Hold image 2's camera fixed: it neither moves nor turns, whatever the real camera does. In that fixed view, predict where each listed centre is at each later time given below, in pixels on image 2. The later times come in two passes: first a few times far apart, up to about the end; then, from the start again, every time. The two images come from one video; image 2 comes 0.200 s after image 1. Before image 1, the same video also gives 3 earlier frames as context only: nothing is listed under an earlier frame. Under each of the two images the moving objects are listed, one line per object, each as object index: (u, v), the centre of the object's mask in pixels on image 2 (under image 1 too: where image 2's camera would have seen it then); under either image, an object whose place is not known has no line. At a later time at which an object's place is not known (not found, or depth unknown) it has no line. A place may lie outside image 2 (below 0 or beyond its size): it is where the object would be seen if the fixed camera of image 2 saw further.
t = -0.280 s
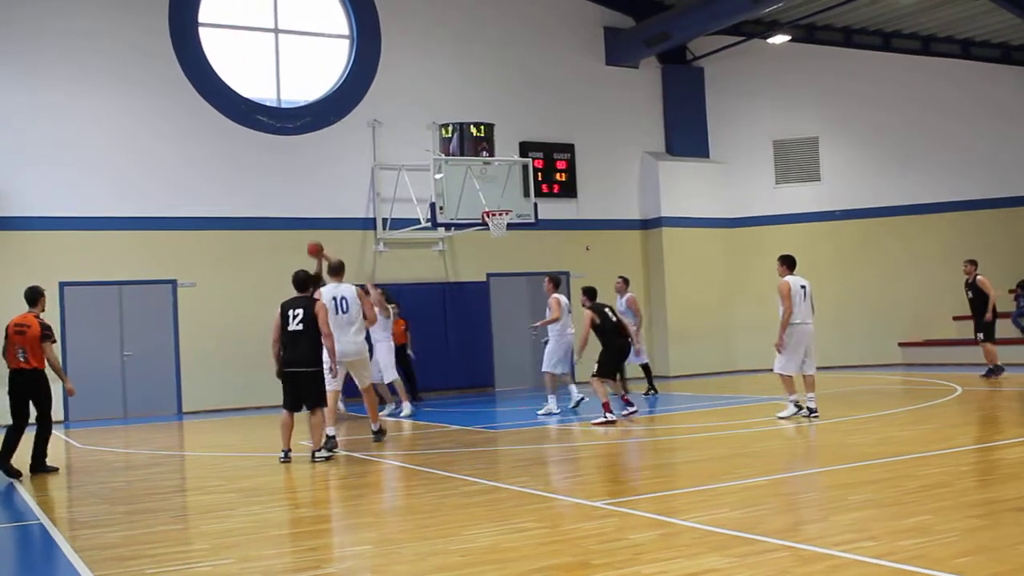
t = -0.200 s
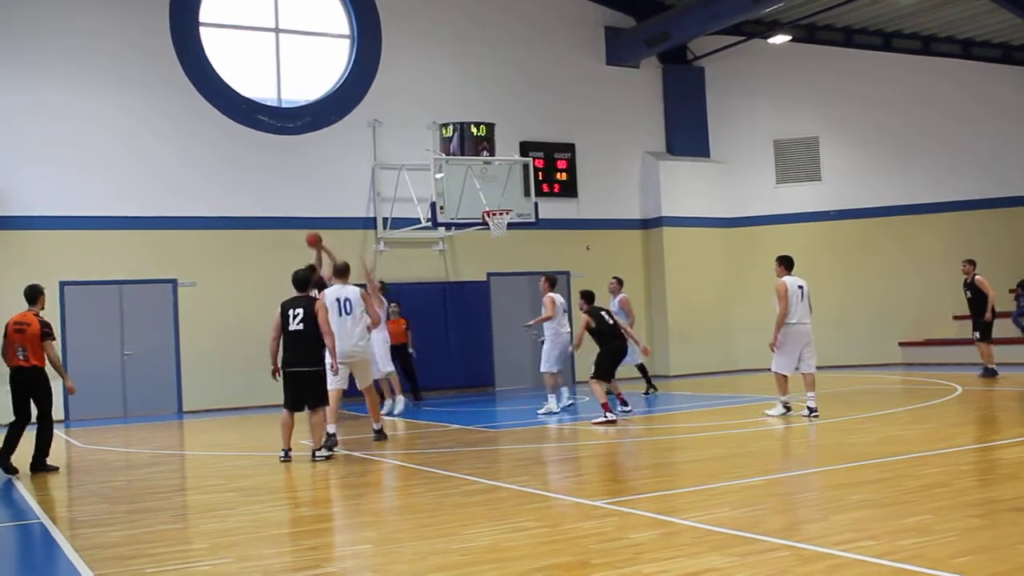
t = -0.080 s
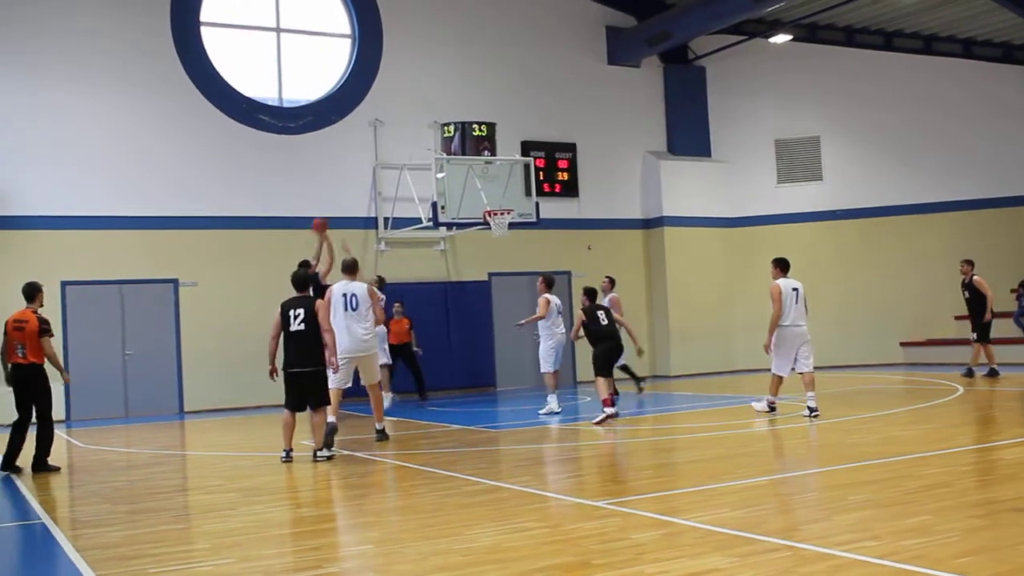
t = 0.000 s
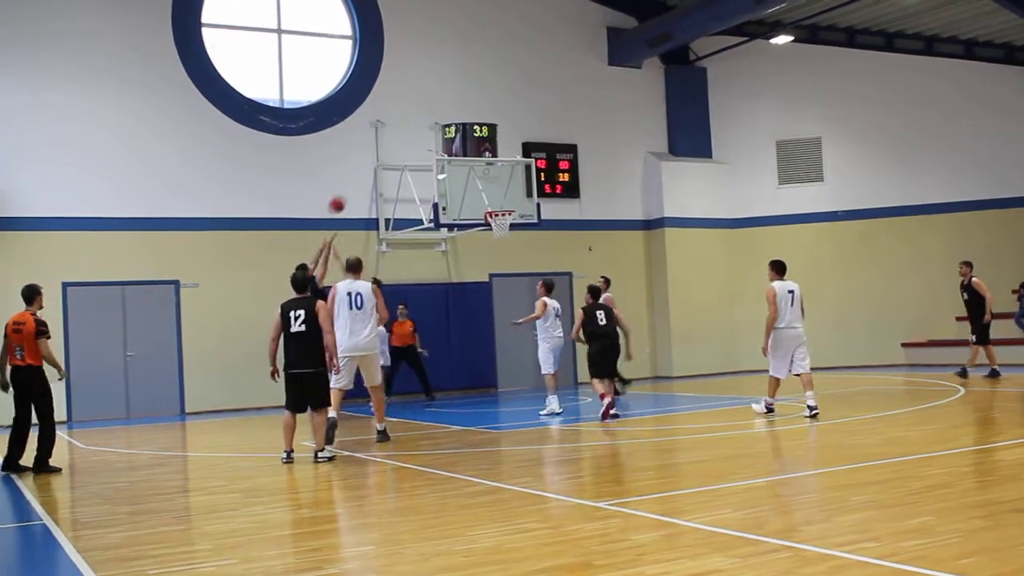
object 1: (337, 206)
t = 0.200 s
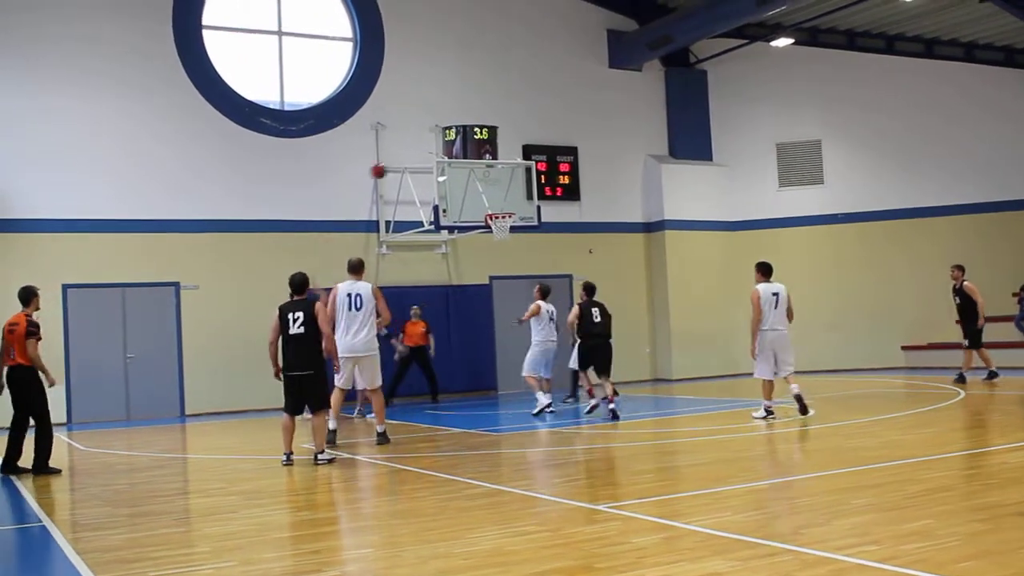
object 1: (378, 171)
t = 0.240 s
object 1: (386, 167)
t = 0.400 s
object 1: (419, 161)
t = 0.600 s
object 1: (459, 176)
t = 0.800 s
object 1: (501, 217)
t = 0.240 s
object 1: (386, 167)
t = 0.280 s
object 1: (394, 164)
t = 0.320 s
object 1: (403, 162)
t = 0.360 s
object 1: (411, 161)
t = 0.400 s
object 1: (419, 161)
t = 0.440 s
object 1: (427, 162)
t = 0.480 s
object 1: (434, 164)
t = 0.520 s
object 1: (442, 168)
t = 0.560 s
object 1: (452, 171)
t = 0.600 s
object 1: (459, 176)
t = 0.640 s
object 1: (467, 182)
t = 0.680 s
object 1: (474, 189)
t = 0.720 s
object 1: (483, 196)
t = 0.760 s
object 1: (491, 205)
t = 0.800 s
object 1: (501, 217)
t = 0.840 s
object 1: (506, 225)
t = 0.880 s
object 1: (509, 231)
